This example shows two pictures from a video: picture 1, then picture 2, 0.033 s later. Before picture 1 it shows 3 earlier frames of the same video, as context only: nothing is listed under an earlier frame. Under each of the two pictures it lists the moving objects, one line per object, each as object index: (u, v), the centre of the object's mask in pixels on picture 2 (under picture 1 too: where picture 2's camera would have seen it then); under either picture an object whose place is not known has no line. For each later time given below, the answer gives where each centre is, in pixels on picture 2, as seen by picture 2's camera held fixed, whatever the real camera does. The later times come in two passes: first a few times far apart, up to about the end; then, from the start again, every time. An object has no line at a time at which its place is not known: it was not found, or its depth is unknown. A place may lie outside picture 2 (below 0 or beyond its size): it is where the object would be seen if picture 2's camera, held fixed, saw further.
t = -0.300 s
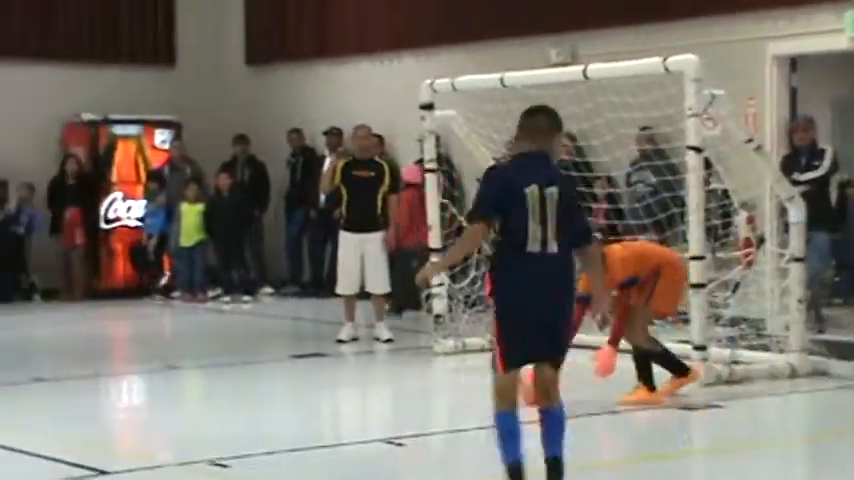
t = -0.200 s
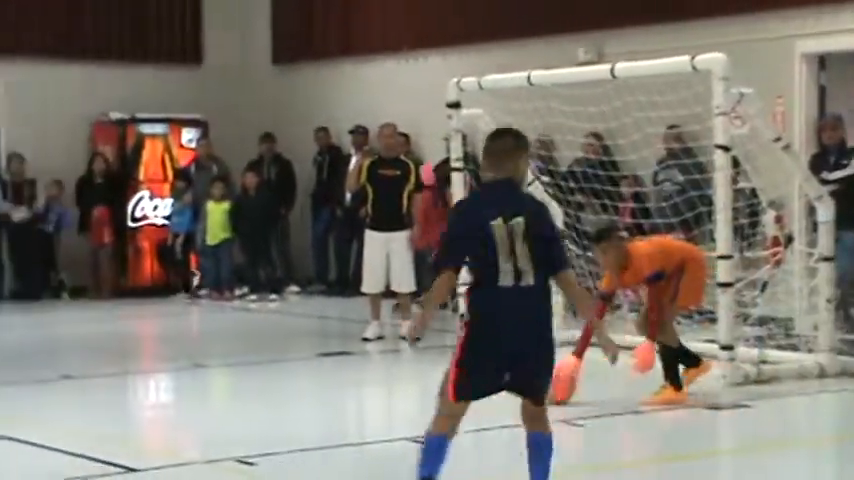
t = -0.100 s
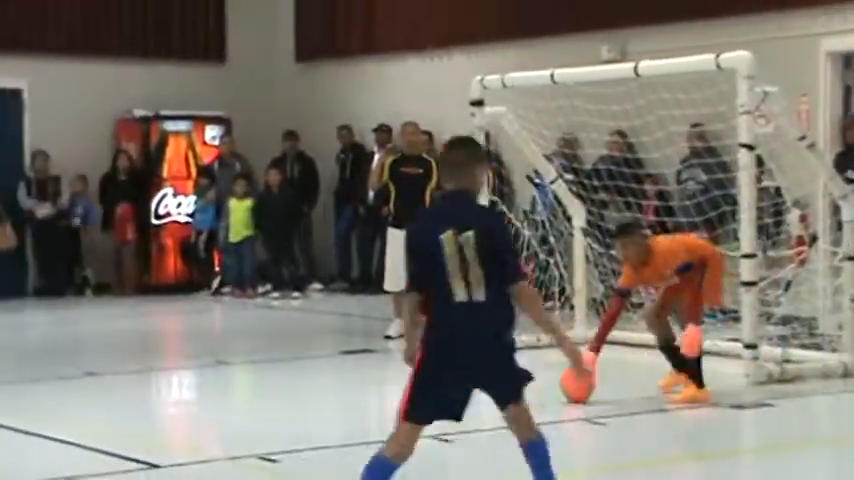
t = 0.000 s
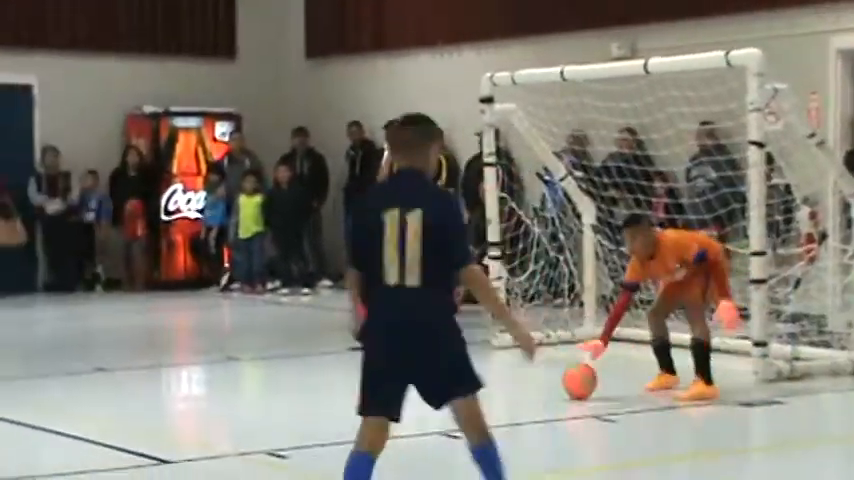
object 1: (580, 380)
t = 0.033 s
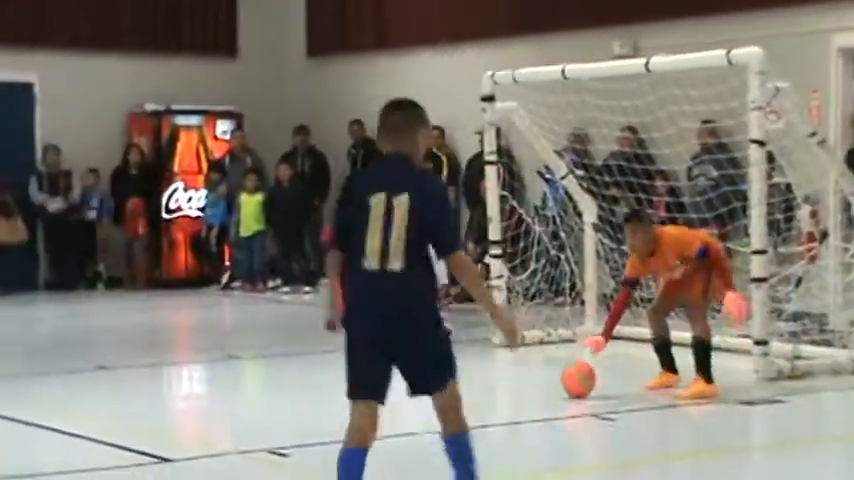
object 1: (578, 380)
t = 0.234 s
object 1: (563, 377)
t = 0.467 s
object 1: (548, 377)
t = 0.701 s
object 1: (533, 377)
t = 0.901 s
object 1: (519, 376)
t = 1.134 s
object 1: (505, 375)
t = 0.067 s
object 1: (576, 379)
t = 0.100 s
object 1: (573, 379)
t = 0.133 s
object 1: (571, 379)
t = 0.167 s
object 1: (568, 378)
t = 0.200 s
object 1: (566, 378)
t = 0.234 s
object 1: (563, 377)
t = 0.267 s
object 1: (561, 378)
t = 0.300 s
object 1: (559, 378)
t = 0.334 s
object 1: (557, 378)
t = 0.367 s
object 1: (554, 378)
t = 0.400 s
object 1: (553, 377)
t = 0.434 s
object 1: (550, 377)
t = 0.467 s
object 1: (548, 377)
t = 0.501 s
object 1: (546, 377)
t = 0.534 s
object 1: (544, 377)
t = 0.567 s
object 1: (542, 377)
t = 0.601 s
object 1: (540, 377)
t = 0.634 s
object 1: (537, 377)
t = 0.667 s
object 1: (535, 377)
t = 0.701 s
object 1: (533, 377)
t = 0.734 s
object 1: (530, 377)
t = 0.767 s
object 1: (528, 376)
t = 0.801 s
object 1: (526, 376)
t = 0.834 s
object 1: (524, 376)
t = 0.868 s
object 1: (522, 376)
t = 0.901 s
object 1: (519, 376)
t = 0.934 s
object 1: (517, 376)
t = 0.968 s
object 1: (515, 376)
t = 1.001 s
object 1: (513, 376)
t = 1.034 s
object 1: (512, 376)
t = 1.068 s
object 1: (509, 375)
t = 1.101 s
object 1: (507, 375)
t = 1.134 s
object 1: (505, 375)
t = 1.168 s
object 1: (503, 375)
